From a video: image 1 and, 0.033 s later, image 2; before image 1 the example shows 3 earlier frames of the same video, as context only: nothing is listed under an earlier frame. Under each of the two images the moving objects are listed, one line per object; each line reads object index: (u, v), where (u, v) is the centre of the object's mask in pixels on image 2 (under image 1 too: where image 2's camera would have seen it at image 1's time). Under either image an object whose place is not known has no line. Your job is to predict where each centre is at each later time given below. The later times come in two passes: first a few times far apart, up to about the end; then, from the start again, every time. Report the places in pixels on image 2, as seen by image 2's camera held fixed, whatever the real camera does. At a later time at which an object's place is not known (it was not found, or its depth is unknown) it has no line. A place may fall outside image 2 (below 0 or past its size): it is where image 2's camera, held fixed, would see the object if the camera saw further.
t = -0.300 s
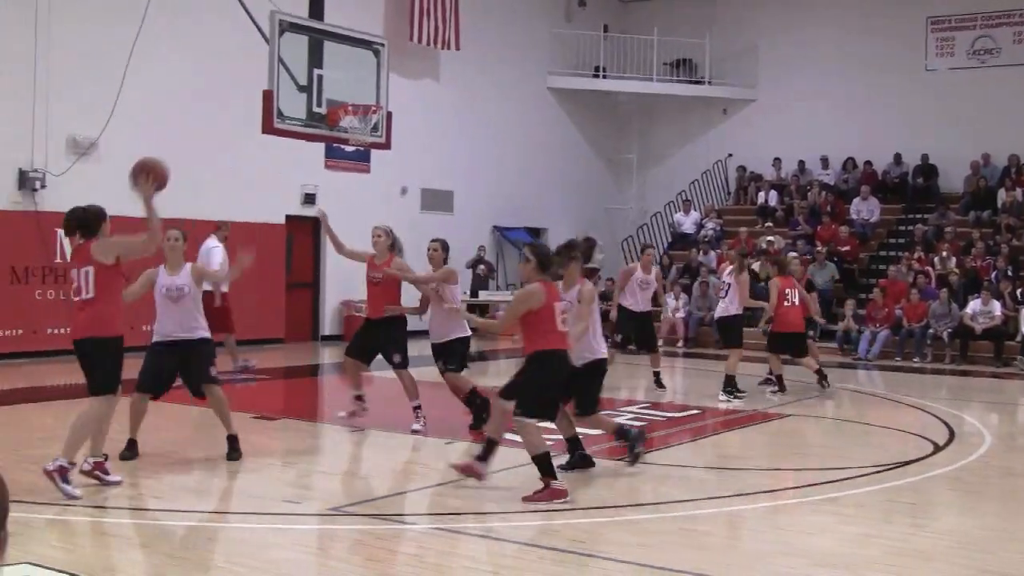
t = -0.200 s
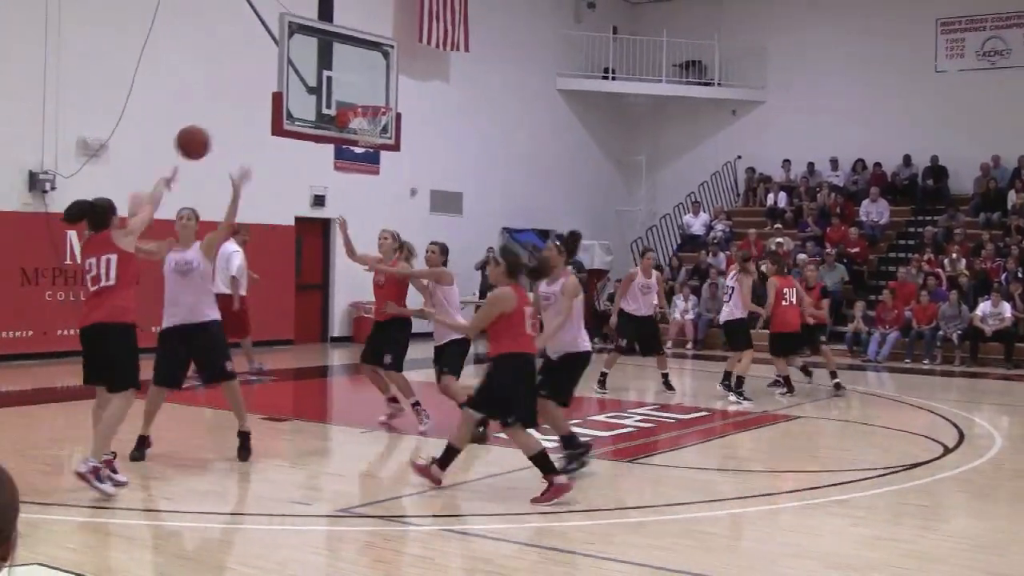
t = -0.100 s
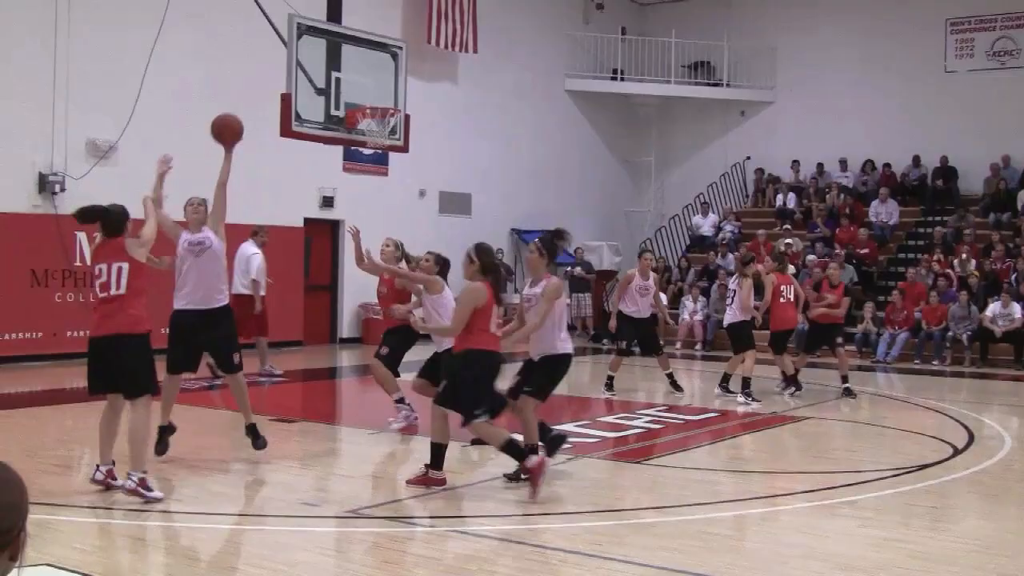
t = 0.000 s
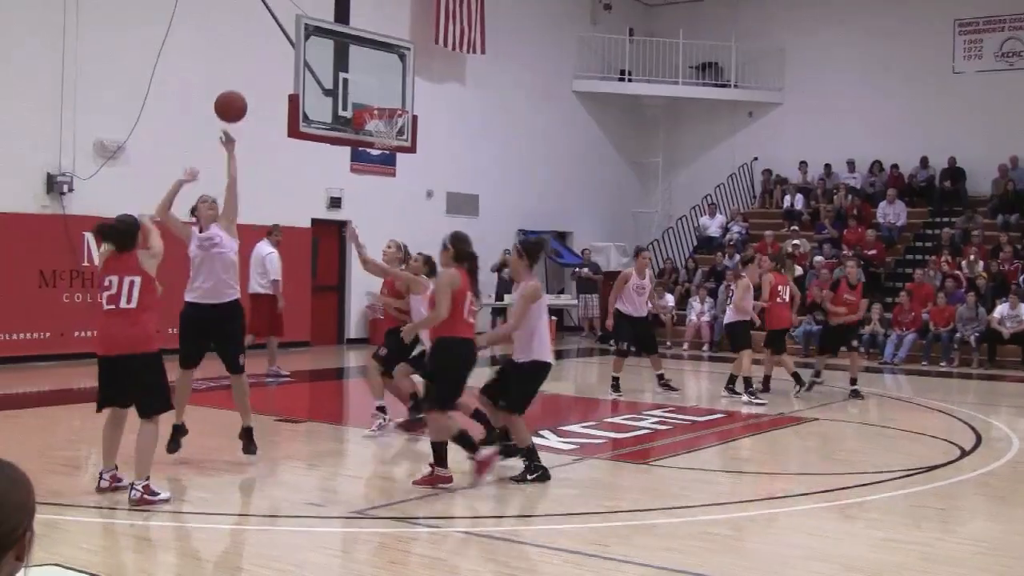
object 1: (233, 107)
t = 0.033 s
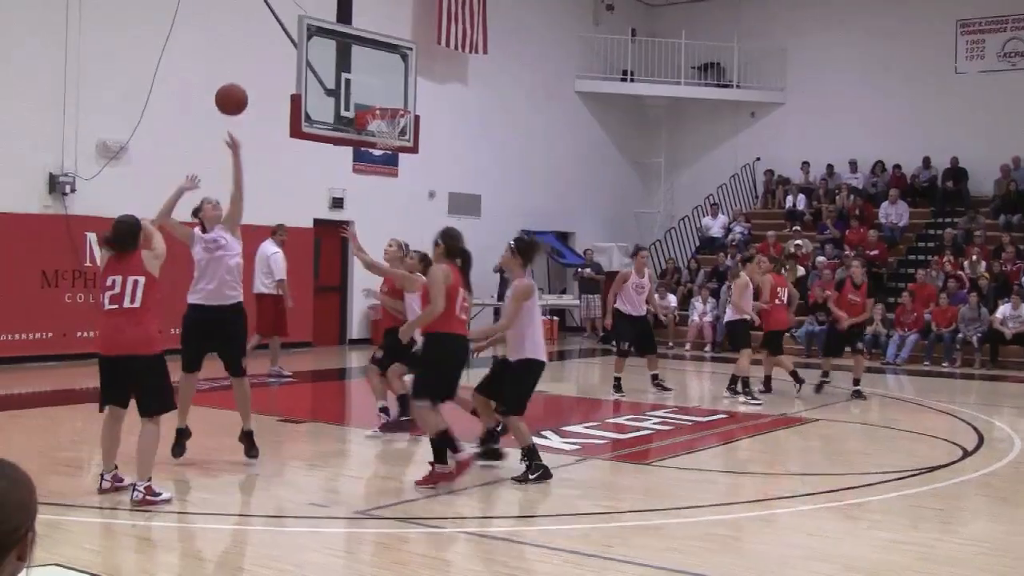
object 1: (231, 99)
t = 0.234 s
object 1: (220, 86)
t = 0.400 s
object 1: (209, 117)
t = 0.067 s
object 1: (229, 93)
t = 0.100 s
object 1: (228, 89)
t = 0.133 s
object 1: (226, 86)
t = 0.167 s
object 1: (224, 84)
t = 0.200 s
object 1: (222, 84)
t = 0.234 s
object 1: (220, 86)
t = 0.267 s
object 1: (218, 88)
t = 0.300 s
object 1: (217, 93)
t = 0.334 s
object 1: (214, 99)
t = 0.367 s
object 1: (212, 108)
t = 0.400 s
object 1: (209, 117)
